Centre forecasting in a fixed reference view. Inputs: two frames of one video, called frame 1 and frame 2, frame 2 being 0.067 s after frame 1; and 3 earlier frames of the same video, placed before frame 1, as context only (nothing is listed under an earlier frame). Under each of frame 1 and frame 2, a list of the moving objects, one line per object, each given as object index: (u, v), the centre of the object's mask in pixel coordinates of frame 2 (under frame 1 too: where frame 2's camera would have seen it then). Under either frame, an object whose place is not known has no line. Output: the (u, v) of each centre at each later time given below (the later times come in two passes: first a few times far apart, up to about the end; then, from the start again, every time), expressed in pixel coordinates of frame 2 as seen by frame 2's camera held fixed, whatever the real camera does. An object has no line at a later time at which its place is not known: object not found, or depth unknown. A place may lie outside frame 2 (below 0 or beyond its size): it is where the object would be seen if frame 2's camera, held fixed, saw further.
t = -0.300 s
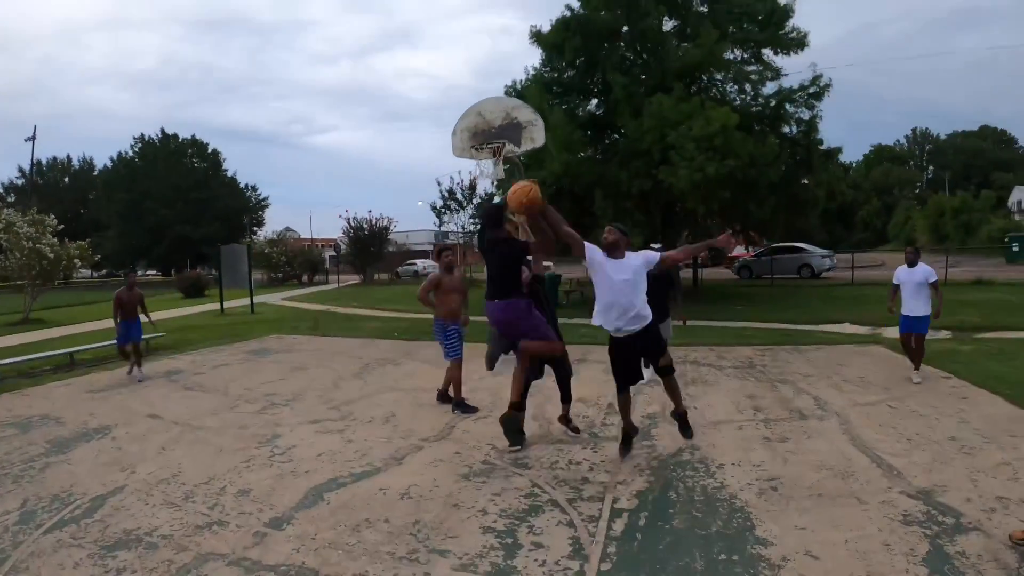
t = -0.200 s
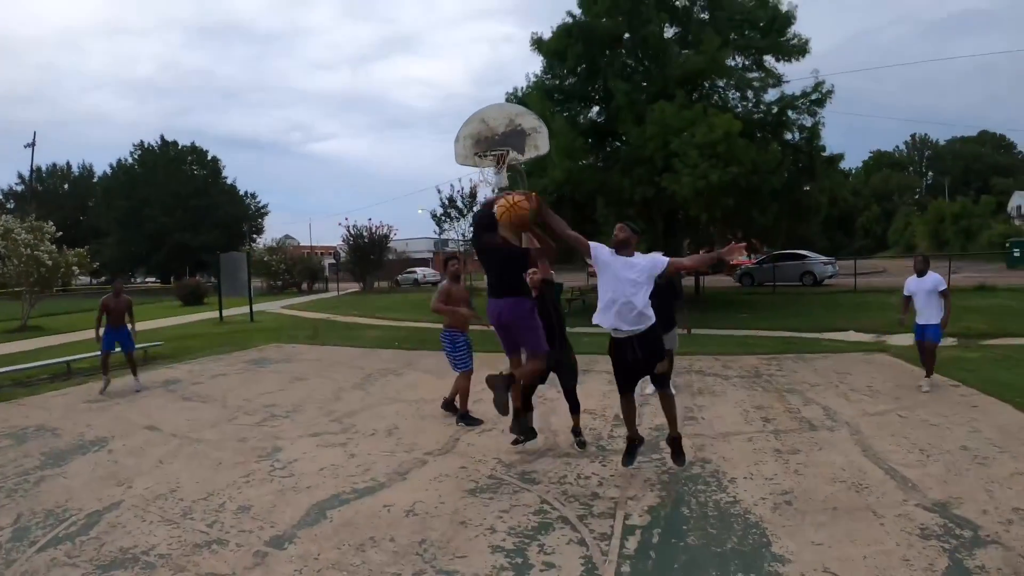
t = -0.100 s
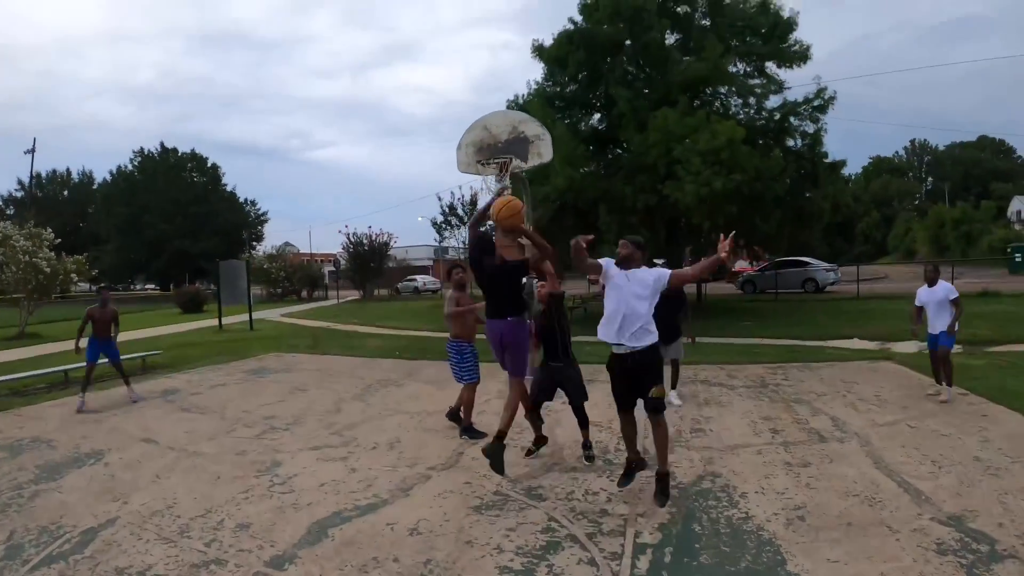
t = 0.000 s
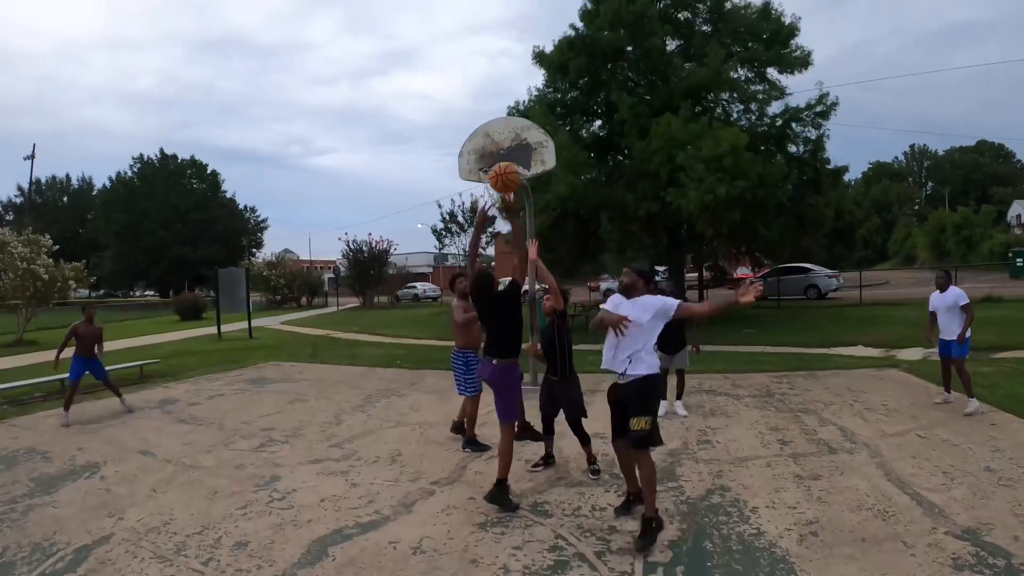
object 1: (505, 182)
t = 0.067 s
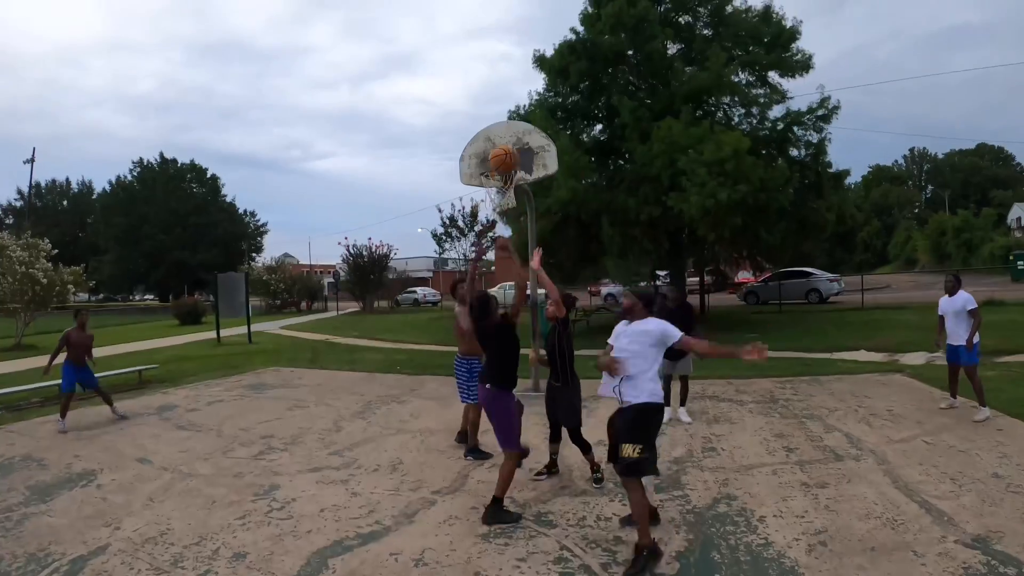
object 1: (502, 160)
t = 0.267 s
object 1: (501, 135)
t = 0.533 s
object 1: (500, 163)
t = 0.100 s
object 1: (503, 152)
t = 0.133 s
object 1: (503, 145)
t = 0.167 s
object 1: (502, 141)
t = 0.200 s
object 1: (501, 138)
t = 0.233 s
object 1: (501, 136)
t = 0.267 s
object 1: (501, 135)
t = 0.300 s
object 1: (501, 135)
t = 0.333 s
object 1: (500, 137)
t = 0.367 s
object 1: (500, 140)
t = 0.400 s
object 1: (500, 143)
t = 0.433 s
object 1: (500, 148)
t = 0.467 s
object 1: (500, 153)
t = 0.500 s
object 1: (500, 159)
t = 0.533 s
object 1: (500, 163)
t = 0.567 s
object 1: (499, 155)
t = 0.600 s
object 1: (497, 149)
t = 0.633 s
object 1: (495, 144)
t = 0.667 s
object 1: (493, 138)
